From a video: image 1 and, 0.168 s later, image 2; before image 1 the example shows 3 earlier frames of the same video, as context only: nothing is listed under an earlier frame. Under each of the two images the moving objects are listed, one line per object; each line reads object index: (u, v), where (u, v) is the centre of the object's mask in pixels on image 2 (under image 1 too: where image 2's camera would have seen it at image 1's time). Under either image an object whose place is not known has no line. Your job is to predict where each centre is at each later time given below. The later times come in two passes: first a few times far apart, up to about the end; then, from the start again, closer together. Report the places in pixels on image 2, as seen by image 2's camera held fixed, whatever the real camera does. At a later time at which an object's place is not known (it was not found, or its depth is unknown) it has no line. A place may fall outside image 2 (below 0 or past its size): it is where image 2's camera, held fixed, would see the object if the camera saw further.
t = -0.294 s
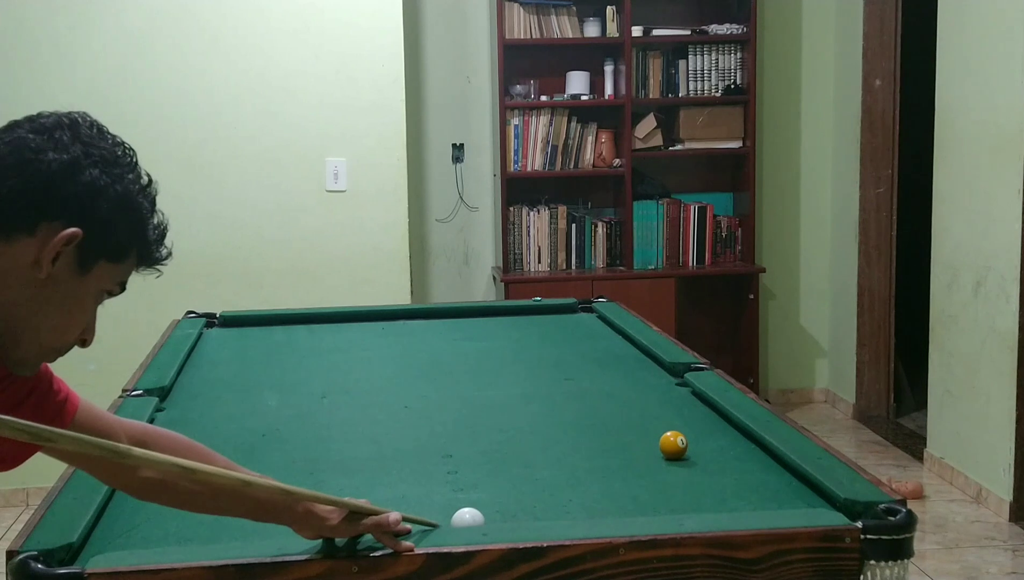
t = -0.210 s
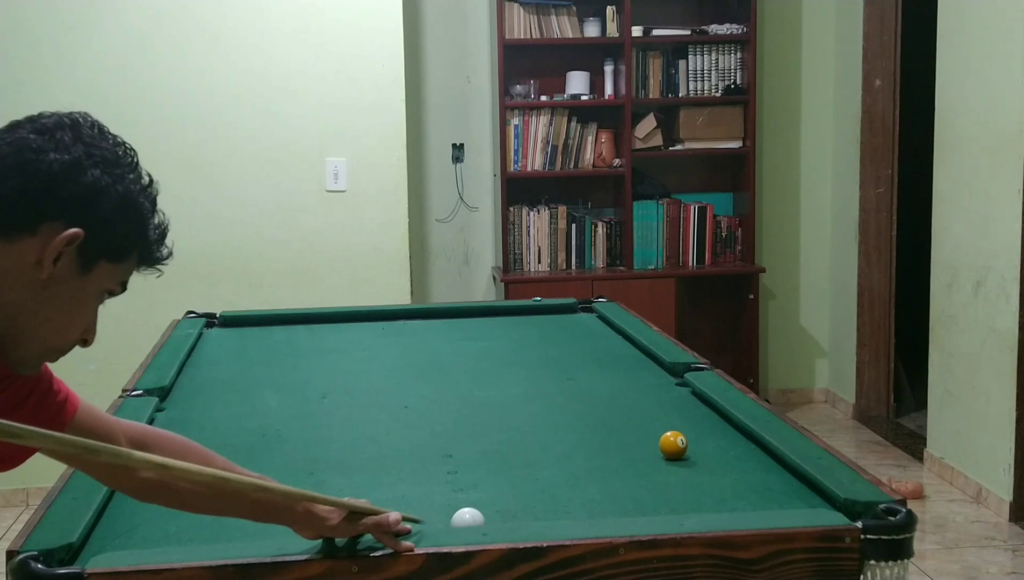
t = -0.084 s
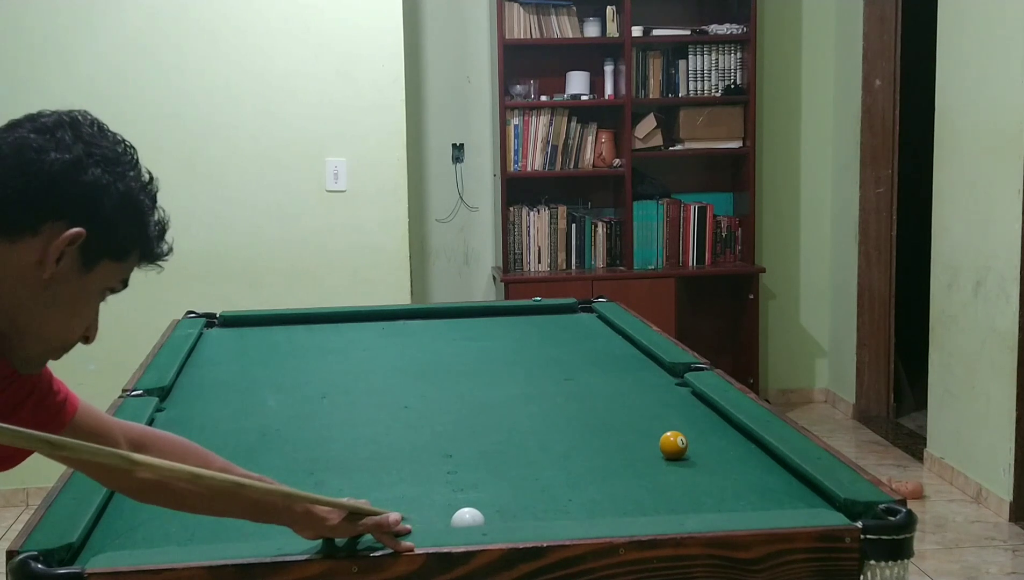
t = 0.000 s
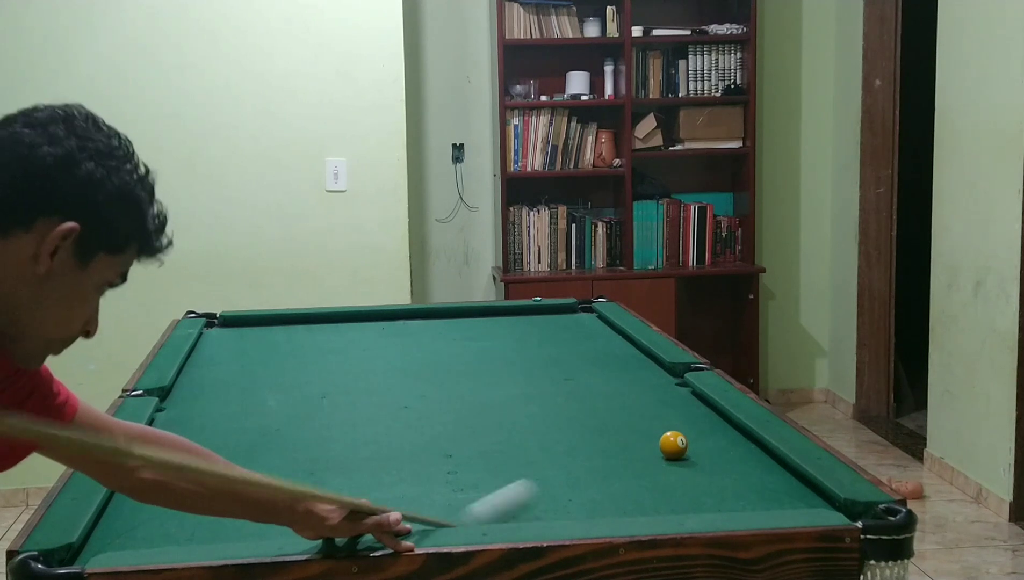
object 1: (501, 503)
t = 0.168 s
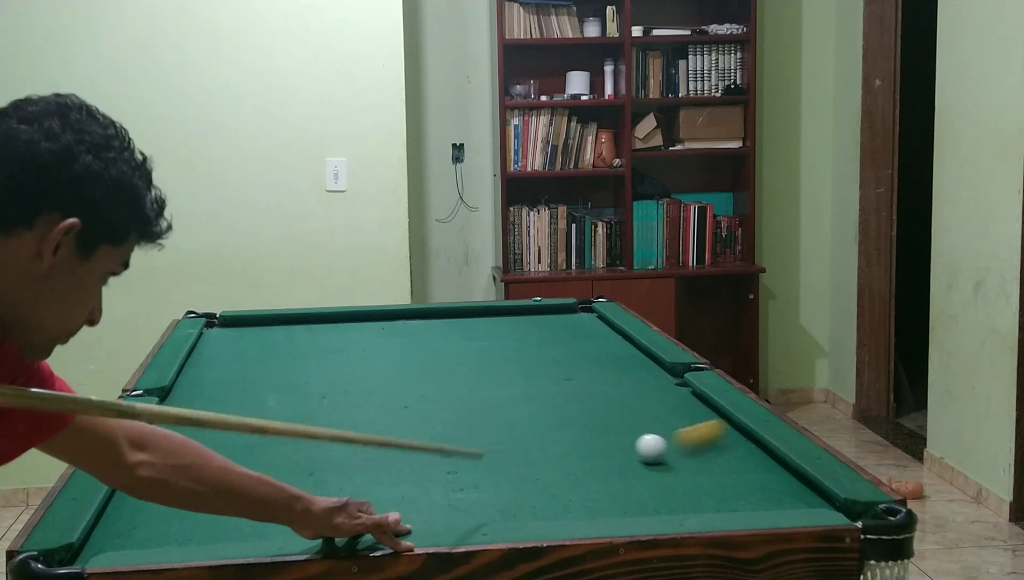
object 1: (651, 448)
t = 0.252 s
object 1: (636, 445)
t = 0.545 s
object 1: (587, 435)
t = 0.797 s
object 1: (551, 428)
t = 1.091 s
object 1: (516, 420)
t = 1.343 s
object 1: (490, 414)
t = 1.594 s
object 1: (468, 409)
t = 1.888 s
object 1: (448, 404)
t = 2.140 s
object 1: (434, 400)
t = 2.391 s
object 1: (423, 397)
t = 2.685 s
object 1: (412, 394)
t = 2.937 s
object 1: (406, 392)
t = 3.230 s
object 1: (400, 390)
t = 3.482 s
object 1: (398, 389)
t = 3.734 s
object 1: (398, 389)
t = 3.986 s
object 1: (398, 389)
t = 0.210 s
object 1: (644, 446)
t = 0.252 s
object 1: (636, 445)
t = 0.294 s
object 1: (629, 444)
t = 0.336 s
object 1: (621, 442)
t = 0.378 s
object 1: (614, 440)
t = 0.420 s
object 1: (607, 439)
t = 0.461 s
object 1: (600, 438)
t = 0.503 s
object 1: (594, 437)
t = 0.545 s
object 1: (587, 435)
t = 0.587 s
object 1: (581, 434)
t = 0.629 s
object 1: (575, 433)
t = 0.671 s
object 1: (569, 431)
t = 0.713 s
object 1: (563, 430)
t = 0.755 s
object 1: (557, 429)
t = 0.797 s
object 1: (551, 428)
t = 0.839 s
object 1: (546, 426)
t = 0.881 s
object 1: (540, 425)
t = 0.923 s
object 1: (535, 424)
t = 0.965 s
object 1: (530, 423)
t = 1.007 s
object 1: (525, 422)
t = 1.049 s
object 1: (520, 421)
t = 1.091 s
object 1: (516, 420)
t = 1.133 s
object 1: (511, 419)
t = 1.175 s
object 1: (506, 418)
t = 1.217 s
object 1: (502, 417)
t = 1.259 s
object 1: (498, 416)
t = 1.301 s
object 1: (494, 415)
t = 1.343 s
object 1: (490, 414)
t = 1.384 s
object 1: (486, 413)
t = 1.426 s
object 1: (482, 413)
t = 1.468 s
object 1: (479, 411)
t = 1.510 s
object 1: (475, 411)
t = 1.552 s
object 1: (472, 410)
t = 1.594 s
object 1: (468, 409)
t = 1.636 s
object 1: (465, 408)
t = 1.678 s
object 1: (462, 407)
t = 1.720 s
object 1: (459, 407)
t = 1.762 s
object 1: (456, 406)
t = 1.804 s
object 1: (453, 405)
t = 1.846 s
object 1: (451, 404)
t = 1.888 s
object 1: (448, 404)
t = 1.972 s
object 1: (443, 403)
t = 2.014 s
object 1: (440, 402)
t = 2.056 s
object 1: (438, 401)
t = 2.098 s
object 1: (436, 401)
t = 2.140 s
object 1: (434, 400)
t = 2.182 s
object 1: (432, 400)
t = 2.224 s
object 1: (430, 399)
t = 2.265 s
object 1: (428, 398)
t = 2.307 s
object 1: (426, 398)
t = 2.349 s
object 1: (424, 397)
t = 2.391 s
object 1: (423, 397)
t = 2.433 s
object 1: (421, 396)
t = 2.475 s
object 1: (420, 396)
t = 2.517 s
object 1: (418, 395)
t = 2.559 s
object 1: (416, 395)
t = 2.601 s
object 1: (415, 394)
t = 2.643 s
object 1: (414, 394)
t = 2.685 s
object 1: (412, 394)
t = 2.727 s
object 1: (411, 393)
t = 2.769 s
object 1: (410, 393)
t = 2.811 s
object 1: (409, 393)
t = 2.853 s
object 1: (408, 392)
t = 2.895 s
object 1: (407, 392)
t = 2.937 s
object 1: (406, 392)
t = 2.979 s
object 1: (405, 391)
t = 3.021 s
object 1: (404, 391)
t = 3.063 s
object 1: (403, 391)
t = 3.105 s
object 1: (402, 391)
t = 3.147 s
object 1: (401, 390)
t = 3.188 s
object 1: (401, 390)
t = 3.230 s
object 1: (400, 390)
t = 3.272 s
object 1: (400, 390)
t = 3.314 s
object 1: (400, 390)
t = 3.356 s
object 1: (399, 389)
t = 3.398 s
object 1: (399, 389)
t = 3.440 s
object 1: (398, 389)
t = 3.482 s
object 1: (398, 389)
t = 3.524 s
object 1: (398, 389)
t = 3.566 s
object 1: (398, 389)
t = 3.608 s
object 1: (398, 389)
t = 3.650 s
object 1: (398, 389)
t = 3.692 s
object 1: (398, 389)
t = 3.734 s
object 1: (398, 389)
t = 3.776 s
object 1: (398, 389)
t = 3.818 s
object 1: (398, 389)
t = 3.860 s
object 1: (398, 389)
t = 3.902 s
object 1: (398, 389)
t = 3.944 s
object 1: (398, 389)
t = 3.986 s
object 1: (398, 389)
